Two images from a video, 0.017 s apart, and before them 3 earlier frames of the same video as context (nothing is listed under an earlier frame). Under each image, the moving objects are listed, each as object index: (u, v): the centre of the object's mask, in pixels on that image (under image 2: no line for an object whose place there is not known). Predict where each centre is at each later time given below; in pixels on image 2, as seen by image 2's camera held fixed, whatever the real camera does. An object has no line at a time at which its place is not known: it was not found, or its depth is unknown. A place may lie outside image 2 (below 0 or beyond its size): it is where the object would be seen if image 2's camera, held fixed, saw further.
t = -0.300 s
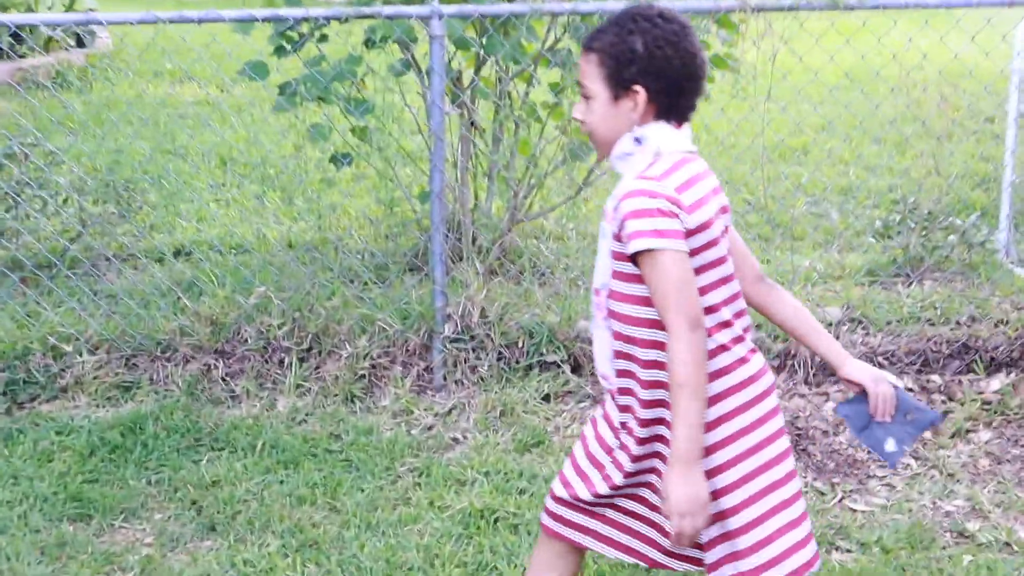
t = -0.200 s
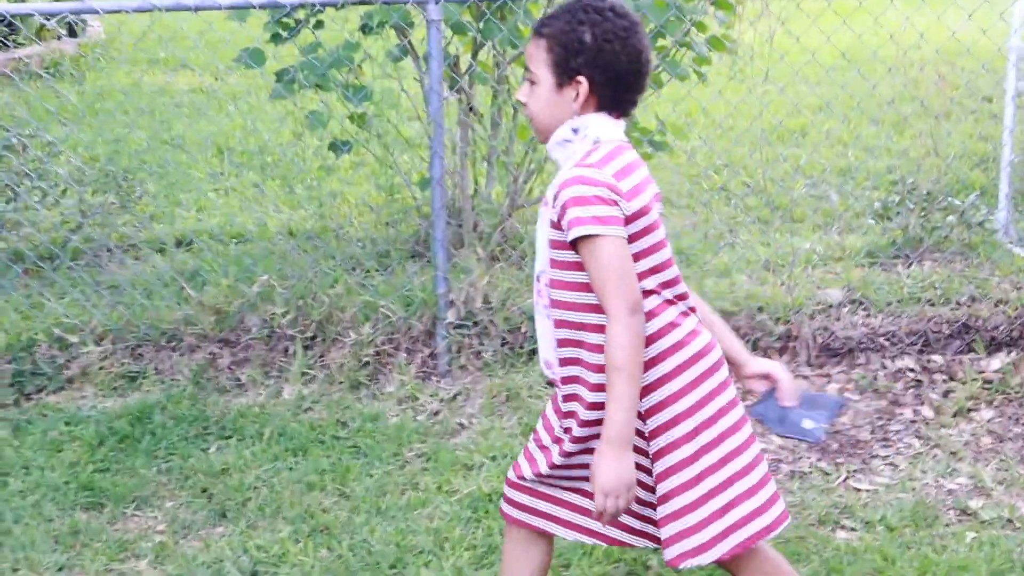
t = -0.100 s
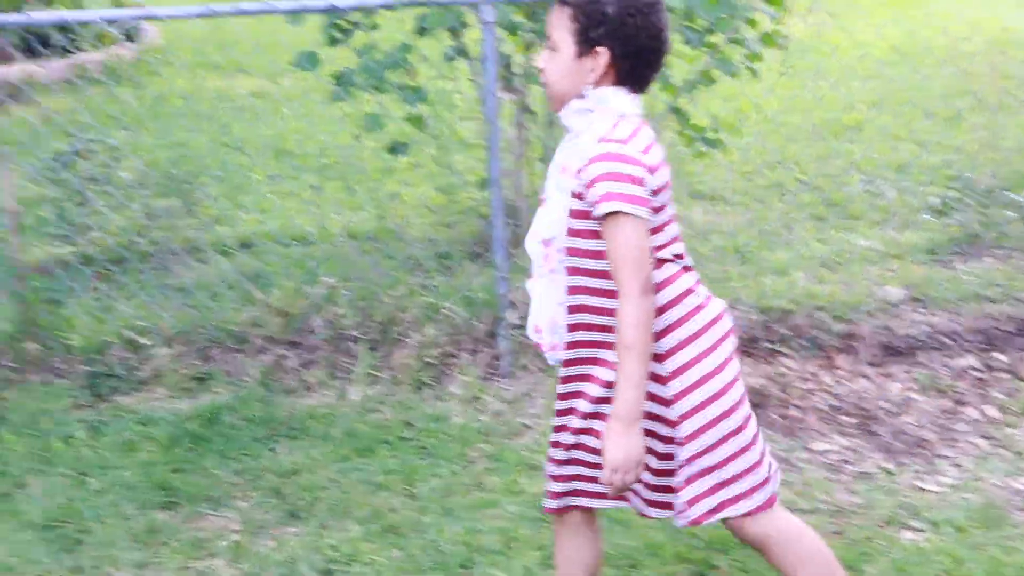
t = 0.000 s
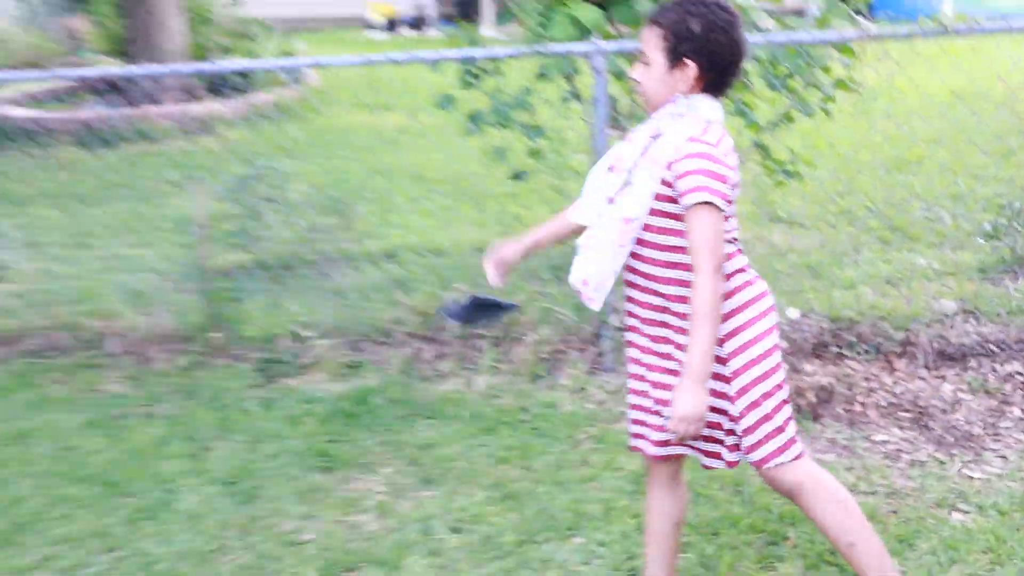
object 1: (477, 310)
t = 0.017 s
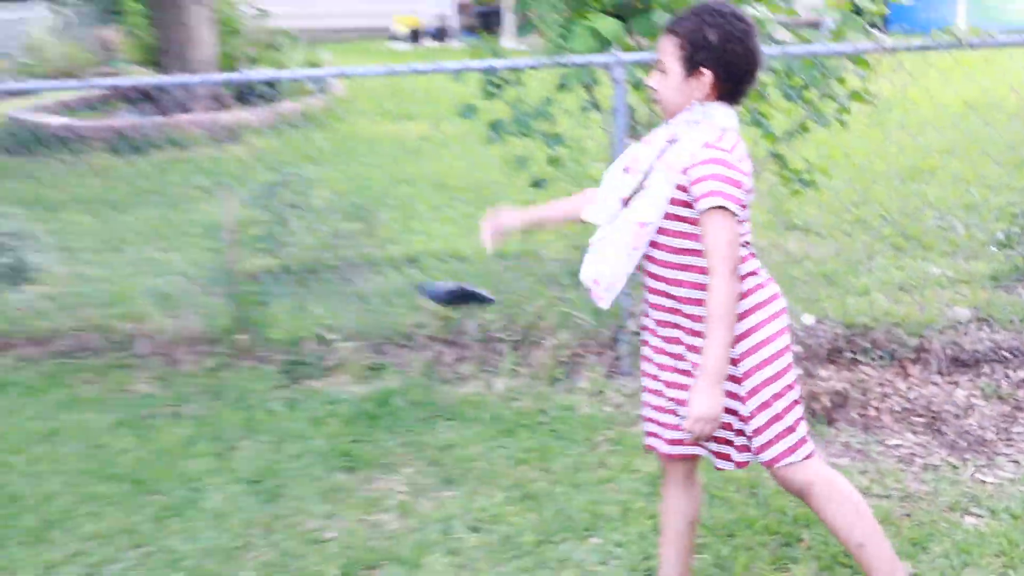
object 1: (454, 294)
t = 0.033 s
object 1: (415, 277)
